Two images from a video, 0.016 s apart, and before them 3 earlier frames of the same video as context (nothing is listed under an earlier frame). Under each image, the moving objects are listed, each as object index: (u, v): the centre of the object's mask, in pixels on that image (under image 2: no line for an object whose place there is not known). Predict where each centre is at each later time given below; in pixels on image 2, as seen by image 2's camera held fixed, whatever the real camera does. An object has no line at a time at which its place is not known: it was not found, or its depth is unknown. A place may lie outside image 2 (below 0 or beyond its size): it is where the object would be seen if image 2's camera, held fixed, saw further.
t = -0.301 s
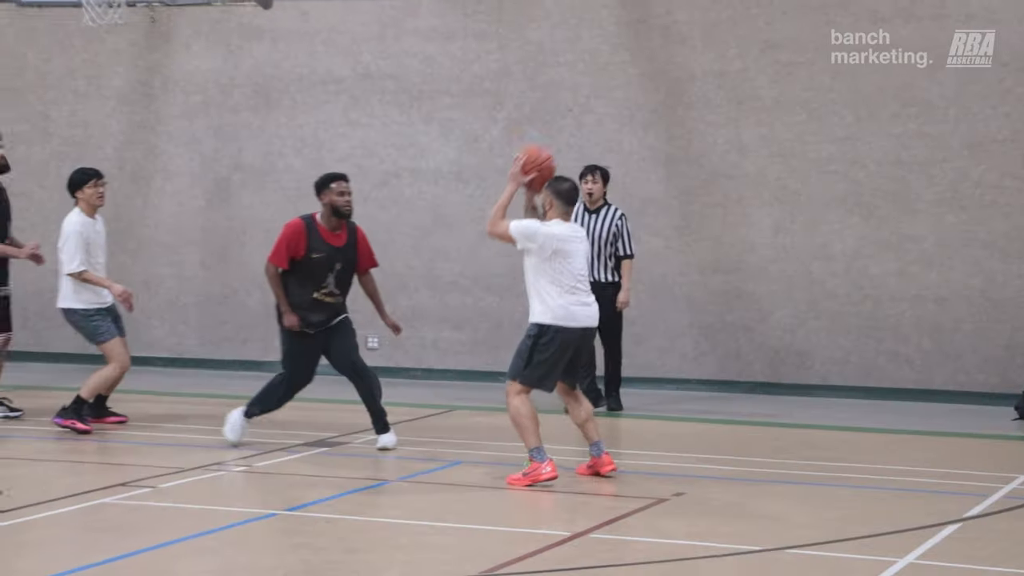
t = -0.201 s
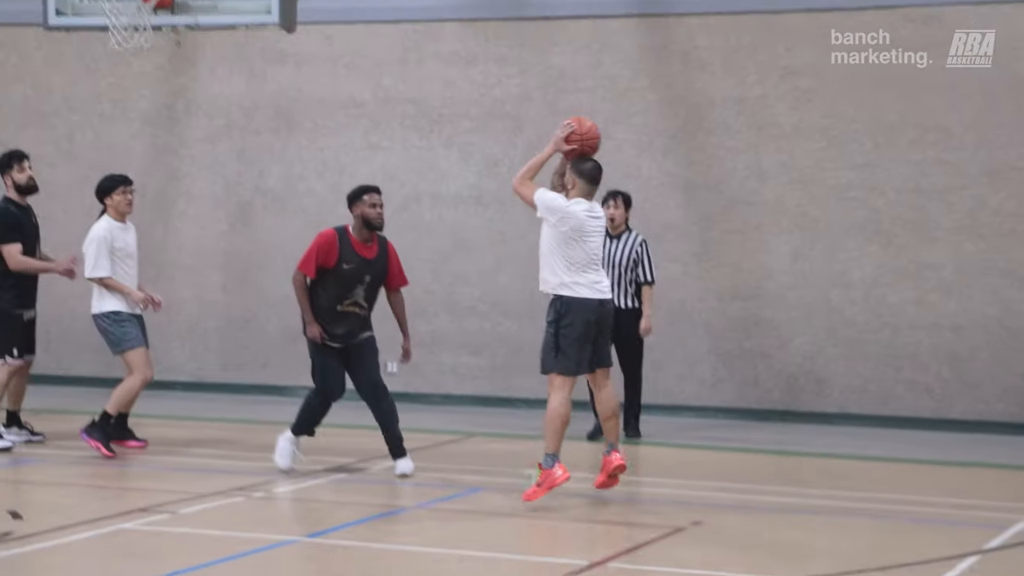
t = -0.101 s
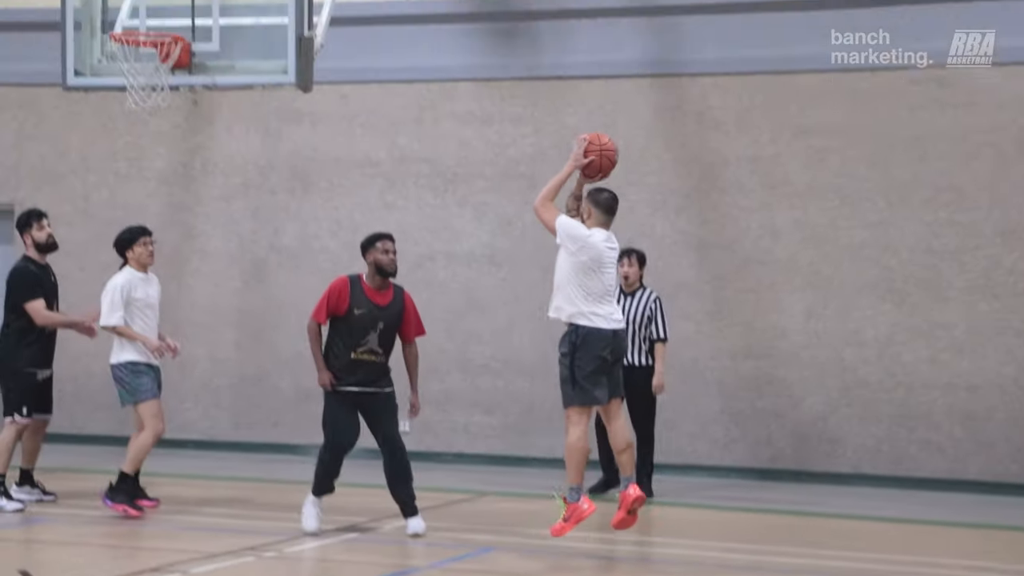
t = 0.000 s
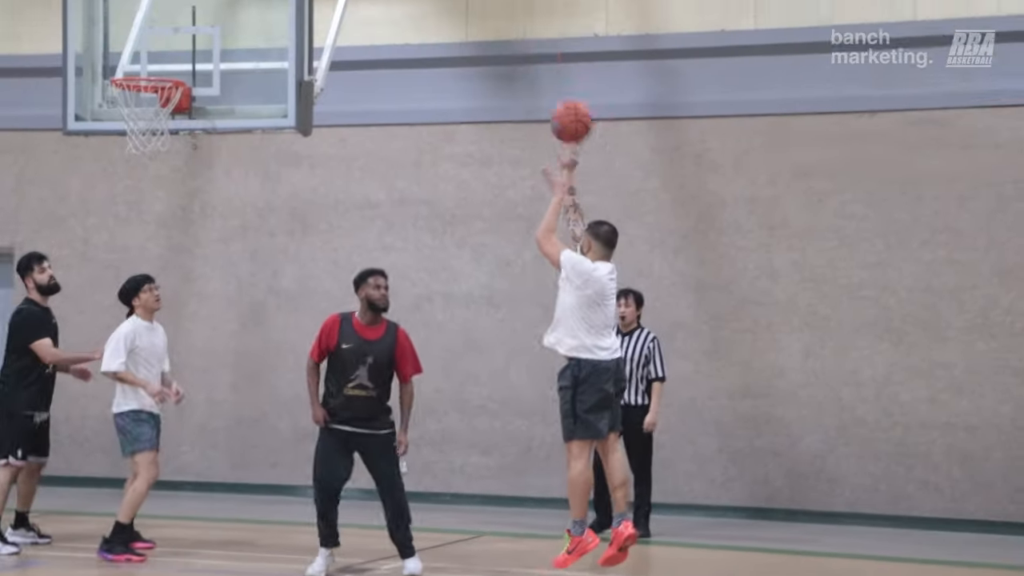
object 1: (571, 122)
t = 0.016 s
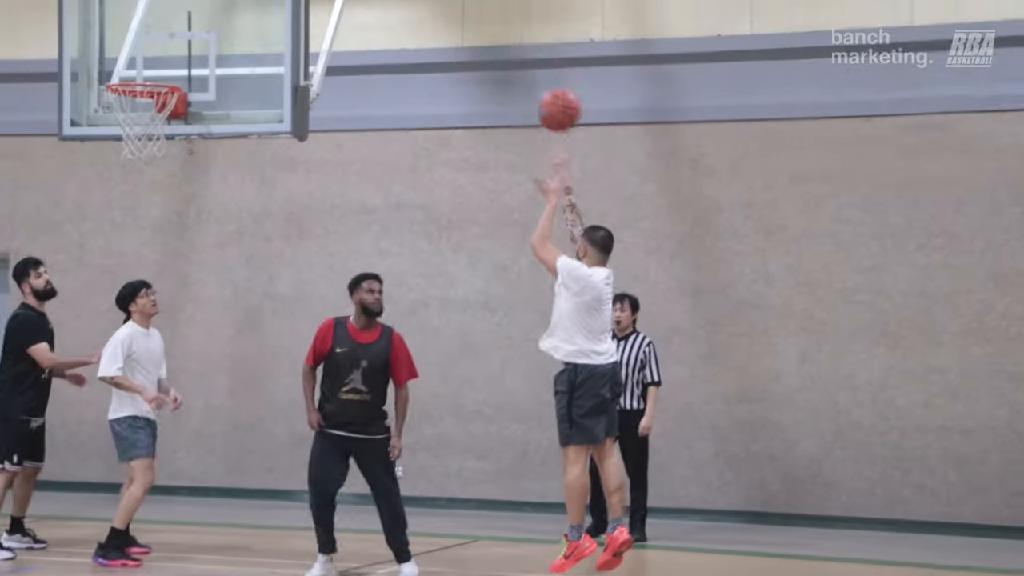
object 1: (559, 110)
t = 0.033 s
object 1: (550, 94)
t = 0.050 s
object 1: (541, 77)
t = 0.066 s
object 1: (533, 63)
